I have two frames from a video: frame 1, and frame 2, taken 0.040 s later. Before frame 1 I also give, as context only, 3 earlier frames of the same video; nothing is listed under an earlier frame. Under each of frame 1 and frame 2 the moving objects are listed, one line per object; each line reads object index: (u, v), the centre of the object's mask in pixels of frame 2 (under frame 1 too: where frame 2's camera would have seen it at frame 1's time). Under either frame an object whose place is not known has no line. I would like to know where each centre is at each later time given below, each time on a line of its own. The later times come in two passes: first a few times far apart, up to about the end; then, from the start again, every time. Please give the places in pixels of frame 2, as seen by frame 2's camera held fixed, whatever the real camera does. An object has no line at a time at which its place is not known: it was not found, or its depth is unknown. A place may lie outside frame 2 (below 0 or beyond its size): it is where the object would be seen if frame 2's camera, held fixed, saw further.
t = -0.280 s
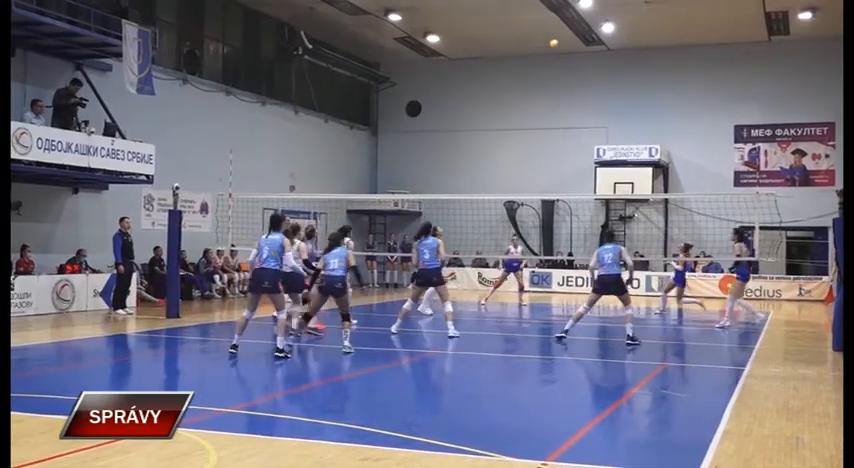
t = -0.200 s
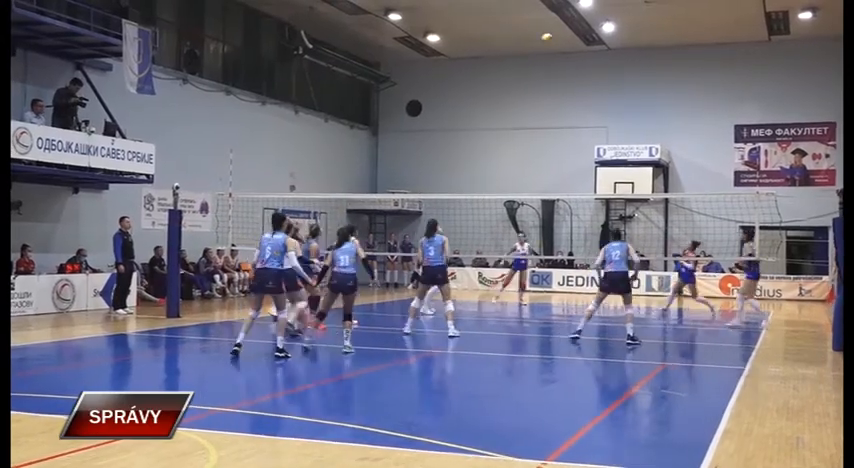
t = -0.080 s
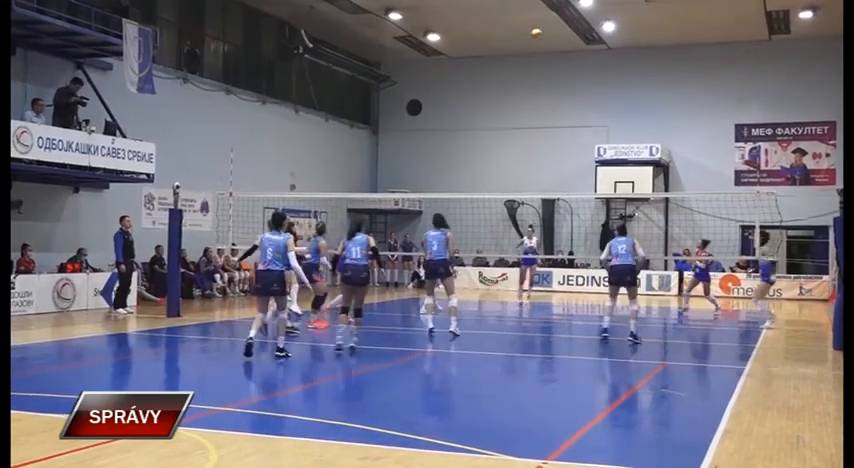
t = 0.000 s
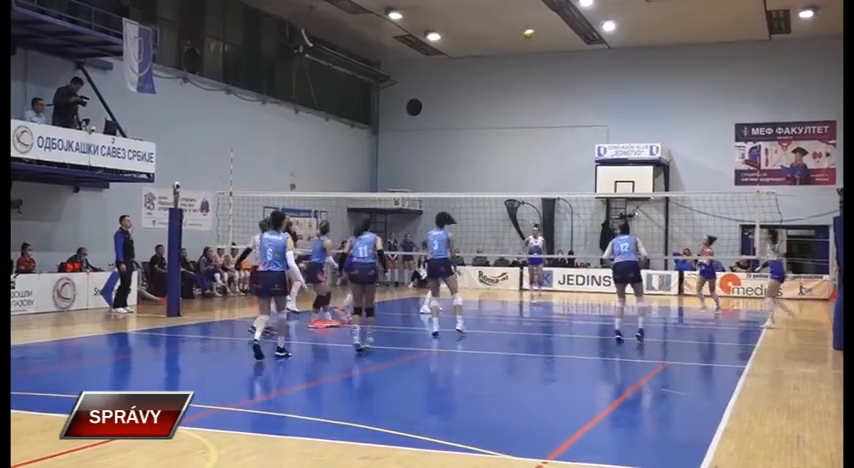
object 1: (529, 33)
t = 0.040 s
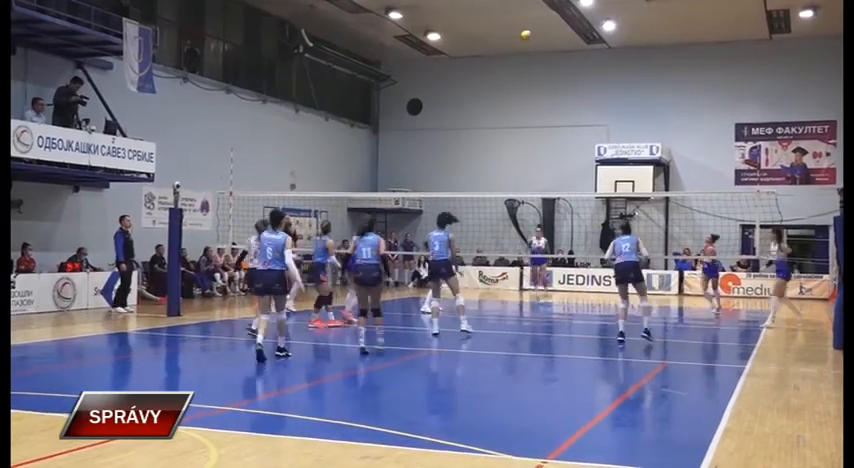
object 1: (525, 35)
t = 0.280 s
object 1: (503, 59)
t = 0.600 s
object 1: (472, 127)
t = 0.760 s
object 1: (458, 178)
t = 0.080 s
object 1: (521, 36)
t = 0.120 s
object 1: (518, 38)
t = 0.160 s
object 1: (514, 43)
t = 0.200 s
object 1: (511, 47)
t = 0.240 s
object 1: (507, 52)
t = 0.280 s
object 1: (503, 59)
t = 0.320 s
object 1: (500, 64)
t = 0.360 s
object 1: (495, 71)
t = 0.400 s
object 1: (492, 79)
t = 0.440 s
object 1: (487, 88)
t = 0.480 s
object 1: (484, 97)
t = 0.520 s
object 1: (481, 106)
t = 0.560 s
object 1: (476, 116)
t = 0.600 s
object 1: (472, 127)
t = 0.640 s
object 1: (469, 139)
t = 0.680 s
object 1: (466, 152)
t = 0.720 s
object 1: (461, 165)
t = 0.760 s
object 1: (458, 178)
